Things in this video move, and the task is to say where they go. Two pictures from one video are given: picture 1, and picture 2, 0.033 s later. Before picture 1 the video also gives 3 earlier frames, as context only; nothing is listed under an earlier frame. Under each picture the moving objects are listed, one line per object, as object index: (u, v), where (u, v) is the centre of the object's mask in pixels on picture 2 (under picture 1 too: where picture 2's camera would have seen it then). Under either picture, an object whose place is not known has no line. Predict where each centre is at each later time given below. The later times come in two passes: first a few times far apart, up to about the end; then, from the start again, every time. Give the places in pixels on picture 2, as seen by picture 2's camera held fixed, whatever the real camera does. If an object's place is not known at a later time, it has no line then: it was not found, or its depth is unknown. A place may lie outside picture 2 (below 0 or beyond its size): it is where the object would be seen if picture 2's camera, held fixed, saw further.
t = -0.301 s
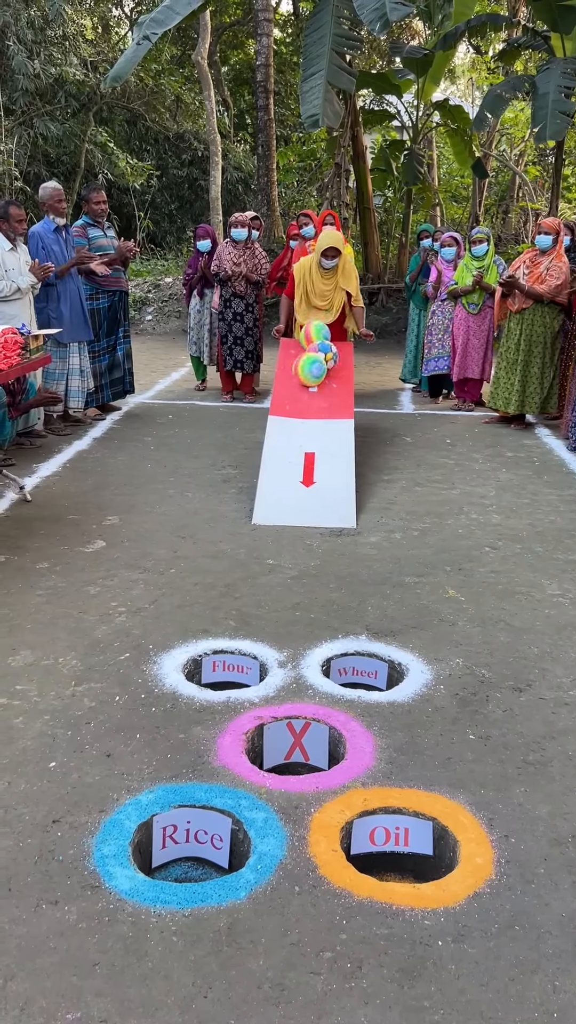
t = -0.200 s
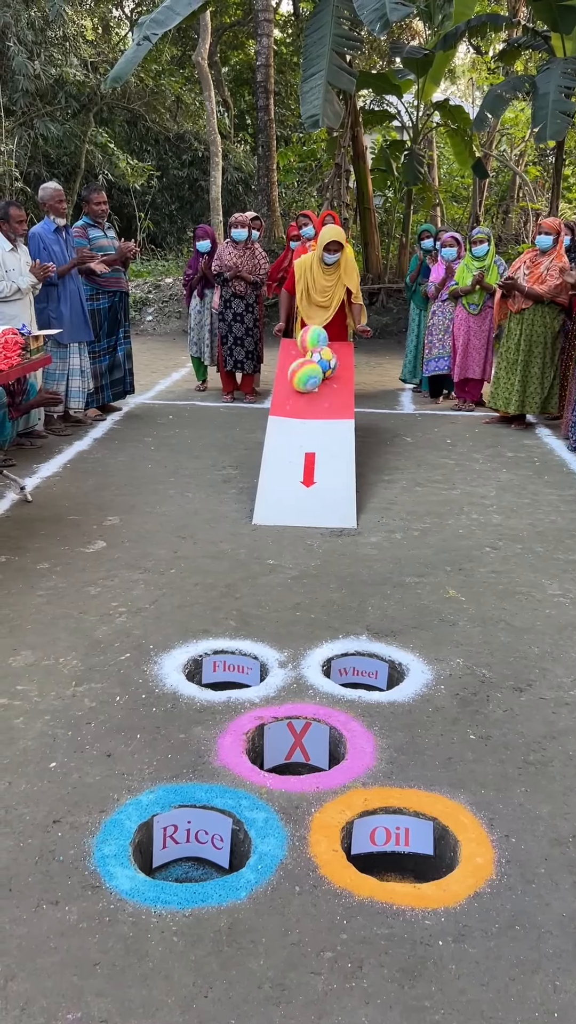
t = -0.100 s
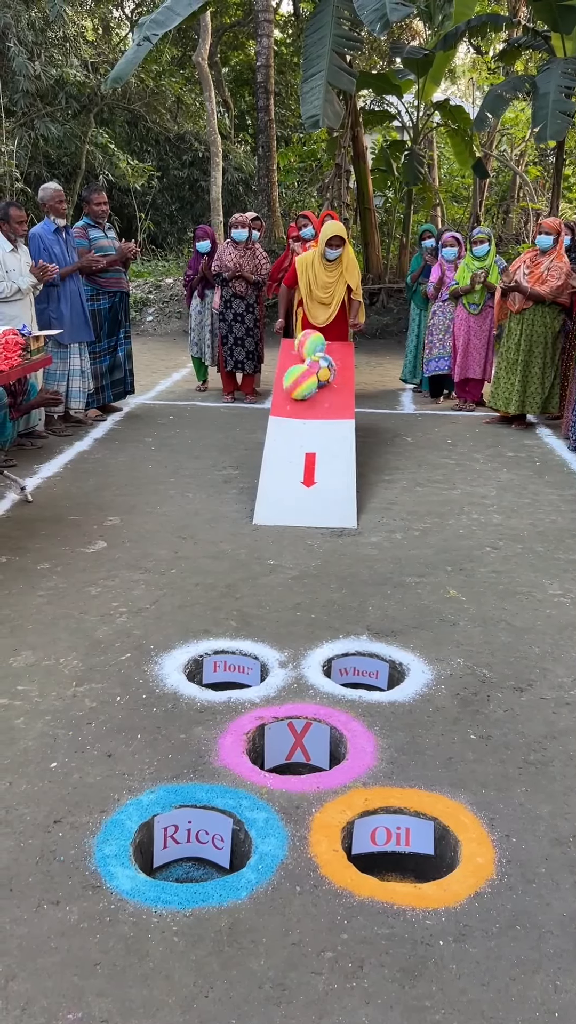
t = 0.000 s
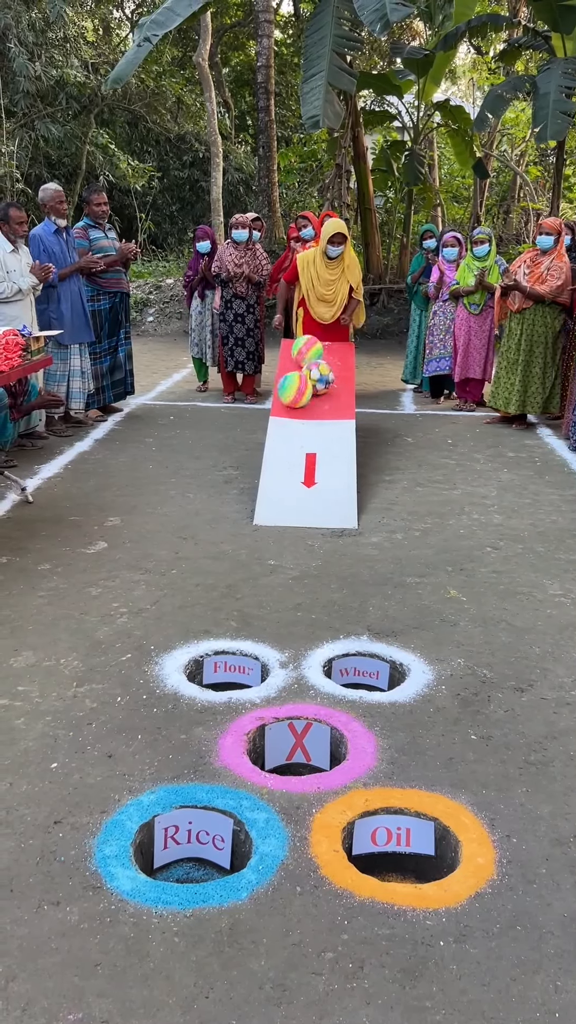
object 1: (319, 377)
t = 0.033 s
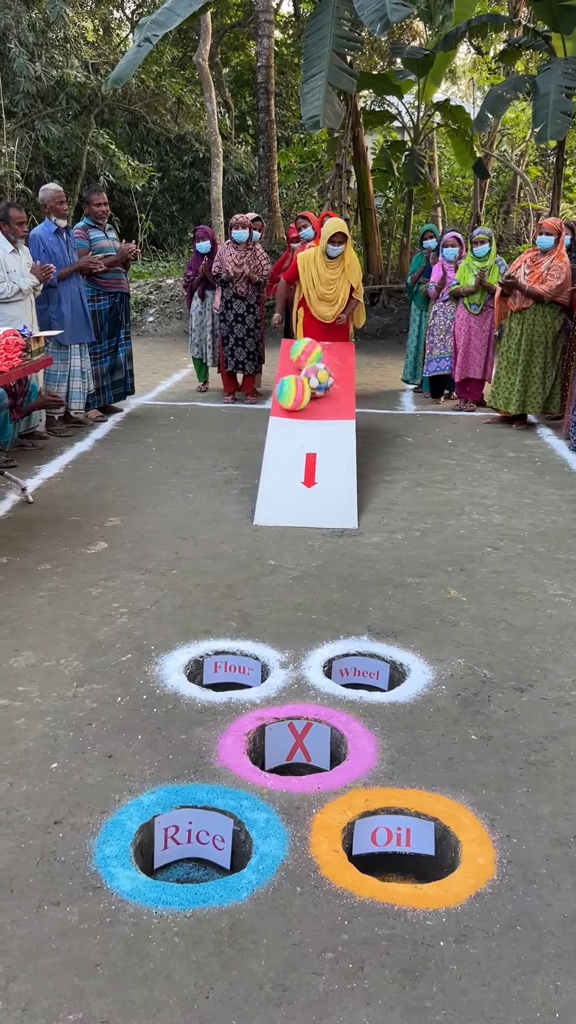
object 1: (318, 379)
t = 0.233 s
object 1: (310, 399)
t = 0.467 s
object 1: (298, 430)
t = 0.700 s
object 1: (283, 470)
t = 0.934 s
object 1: (268, 511)
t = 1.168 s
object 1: (248, 543)
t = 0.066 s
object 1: (317, 382)
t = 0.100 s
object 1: (316, 385)
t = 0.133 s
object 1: (315, 388)
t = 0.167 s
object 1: (313, 391)
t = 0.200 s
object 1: (311, 394)
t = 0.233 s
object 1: (310, 399)
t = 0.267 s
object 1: (308, 403)
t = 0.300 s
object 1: (306, 407)
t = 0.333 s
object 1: (304, 412)
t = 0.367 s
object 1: (303, 417)
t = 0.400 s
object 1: (301, 421)
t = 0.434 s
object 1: (300, 425)
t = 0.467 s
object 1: (298, 430)
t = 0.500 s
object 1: (296, 435)
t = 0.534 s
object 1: (294, 440)
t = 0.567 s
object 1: (293, 444)
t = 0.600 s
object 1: (291, 450)
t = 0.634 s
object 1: (288, 456)
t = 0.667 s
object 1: (287, 462)
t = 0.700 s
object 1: (283, 470)
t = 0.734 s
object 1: (282, 477)
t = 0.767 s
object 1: (279, 483)
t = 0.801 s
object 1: (277, 491)
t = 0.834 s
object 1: (275, 496)
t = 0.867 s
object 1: (272, 504)
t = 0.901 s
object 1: (270, 509)
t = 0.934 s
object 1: (268, 511)
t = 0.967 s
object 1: (265, 517)
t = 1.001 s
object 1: (262, 523)
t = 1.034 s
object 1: (259, 525)
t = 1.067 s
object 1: (256, 527)
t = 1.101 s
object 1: (253, 531)
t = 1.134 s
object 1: (250, 536)
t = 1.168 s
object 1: (248, 543)
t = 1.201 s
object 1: (244, 548)
